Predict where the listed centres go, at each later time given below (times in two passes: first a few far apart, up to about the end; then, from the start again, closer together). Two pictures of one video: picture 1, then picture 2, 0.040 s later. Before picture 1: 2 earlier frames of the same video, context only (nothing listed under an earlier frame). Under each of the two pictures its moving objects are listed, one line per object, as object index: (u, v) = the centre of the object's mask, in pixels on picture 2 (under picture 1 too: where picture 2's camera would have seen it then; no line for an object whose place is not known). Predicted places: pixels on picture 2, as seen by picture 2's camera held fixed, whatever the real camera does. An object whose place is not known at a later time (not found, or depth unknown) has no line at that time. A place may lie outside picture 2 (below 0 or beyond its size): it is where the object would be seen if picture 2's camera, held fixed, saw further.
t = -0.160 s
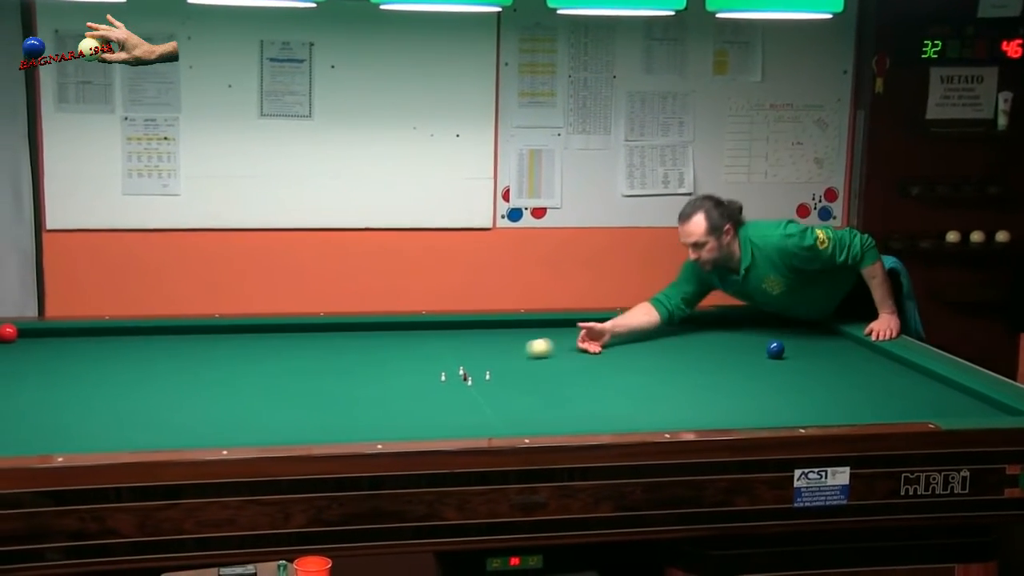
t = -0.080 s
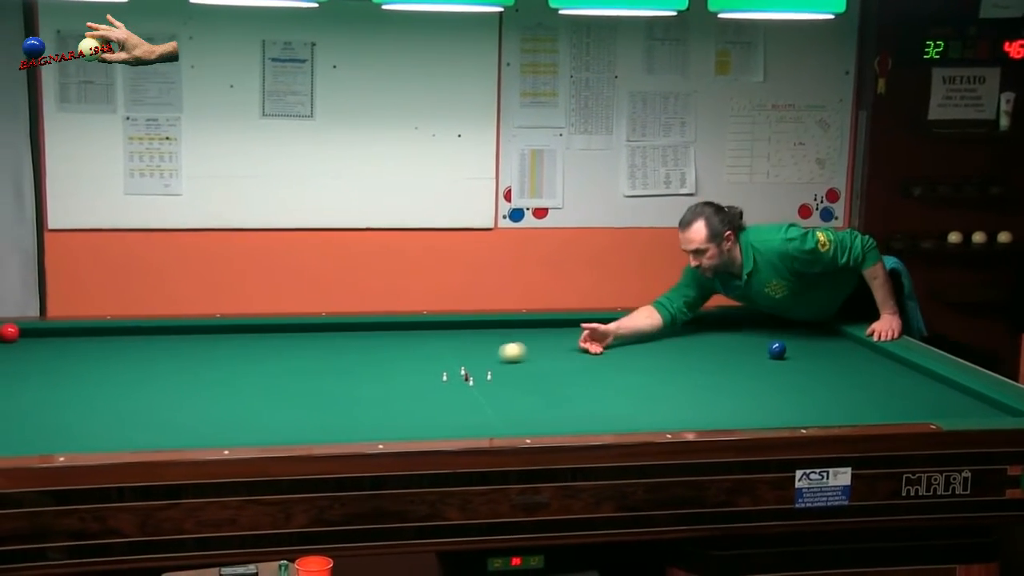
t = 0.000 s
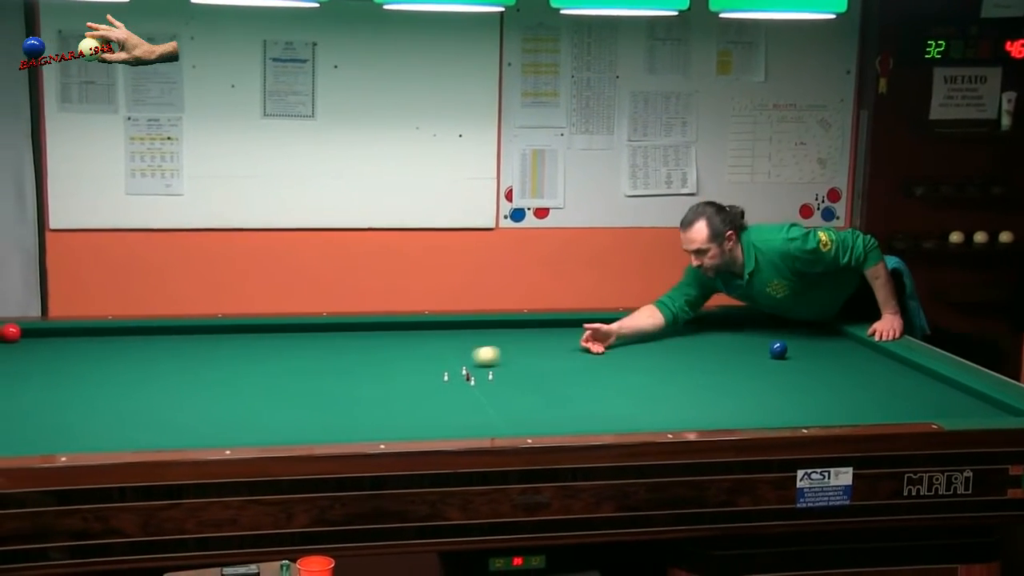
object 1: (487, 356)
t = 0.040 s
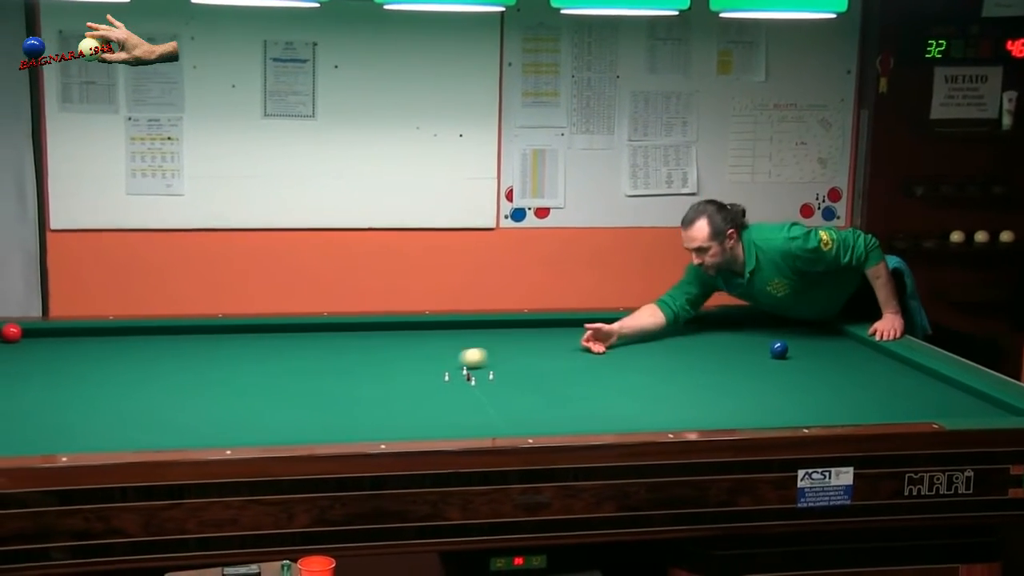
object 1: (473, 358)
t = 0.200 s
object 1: (415, 366)
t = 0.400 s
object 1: (340, 377)
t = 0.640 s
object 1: (243, 390)
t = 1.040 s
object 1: (57, 416)
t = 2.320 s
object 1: (204, 434)
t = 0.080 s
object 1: (458, 359)
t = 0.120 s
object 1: (444, 362)
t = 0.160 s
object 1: (430, 364)
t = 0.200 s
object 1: (415, 366)
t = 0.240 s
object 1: (400, 368)
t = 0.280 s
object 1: (385, 370)
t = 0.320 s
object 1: (371, 372)
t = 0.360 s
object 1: (356, 374)
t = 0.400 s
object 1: (340, 377)
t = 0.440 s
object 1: (325, 379)
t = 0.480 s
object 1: (309, 381)
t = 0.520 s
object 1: (293, 383)
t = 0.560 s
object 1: (277, 386)
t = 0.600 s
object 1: (260, 388)
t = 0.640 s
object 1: (243, 390)
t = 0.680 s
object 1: (226, 393)
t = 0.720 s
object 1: (209, 395)
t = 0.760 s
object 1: (192, 398)
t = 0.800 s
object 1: (175, 399)
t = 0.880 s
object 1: (138, 405)
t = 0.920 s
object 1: (118, 408)
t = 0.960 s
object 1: (99, 410)
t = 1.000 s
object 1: (78, 413)
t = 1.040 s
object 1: (57, 416)
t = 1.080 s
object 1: (37, 419)
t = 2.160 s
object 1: (167, 438)
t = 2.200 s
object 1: (176, 437)
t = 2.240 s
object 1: (185, 436)
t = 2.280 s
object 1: (195, 435)
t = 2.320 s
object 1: (204, 434)
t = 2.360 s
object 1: (213, 434)
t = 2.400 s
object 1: (222, 433)
